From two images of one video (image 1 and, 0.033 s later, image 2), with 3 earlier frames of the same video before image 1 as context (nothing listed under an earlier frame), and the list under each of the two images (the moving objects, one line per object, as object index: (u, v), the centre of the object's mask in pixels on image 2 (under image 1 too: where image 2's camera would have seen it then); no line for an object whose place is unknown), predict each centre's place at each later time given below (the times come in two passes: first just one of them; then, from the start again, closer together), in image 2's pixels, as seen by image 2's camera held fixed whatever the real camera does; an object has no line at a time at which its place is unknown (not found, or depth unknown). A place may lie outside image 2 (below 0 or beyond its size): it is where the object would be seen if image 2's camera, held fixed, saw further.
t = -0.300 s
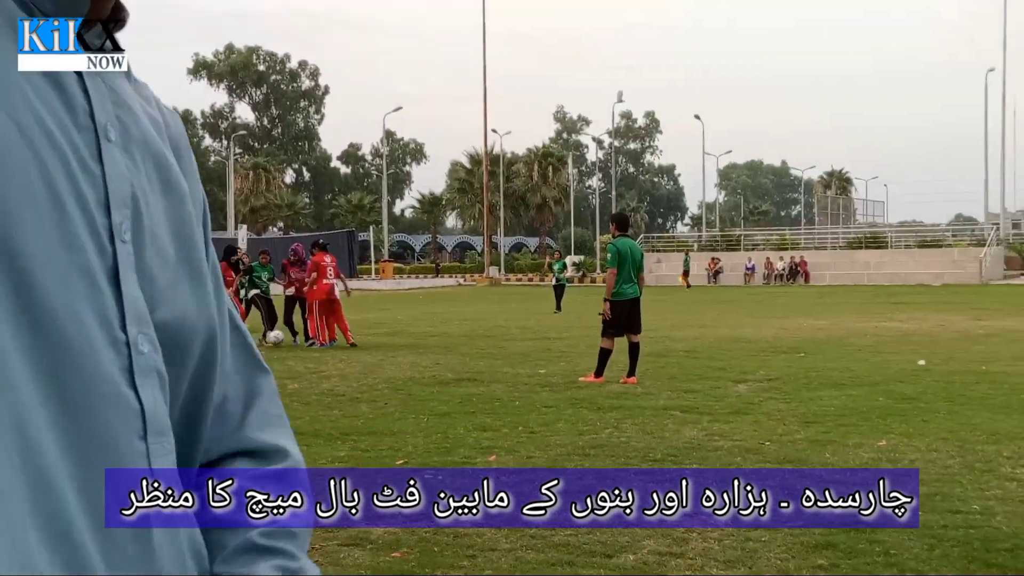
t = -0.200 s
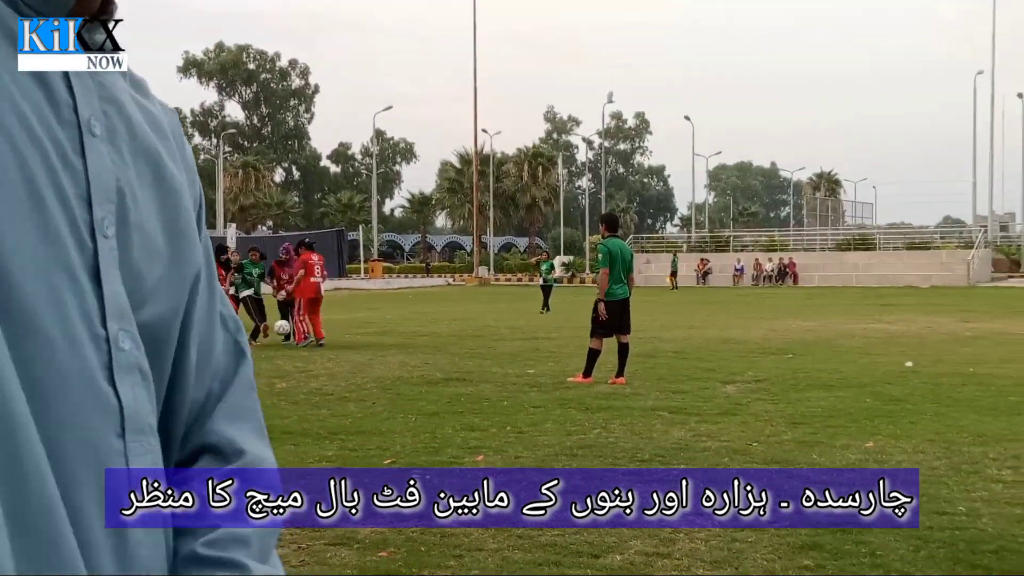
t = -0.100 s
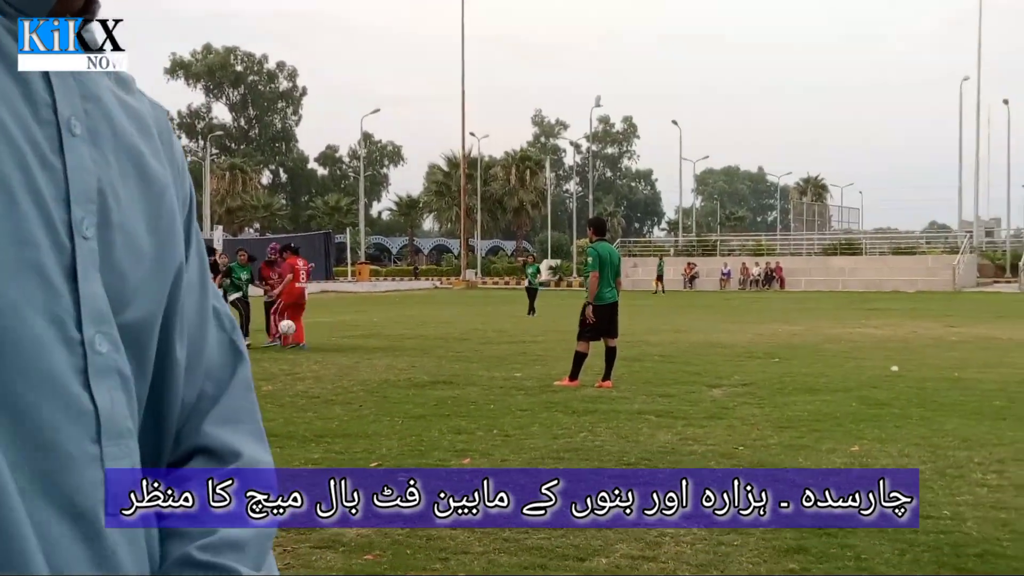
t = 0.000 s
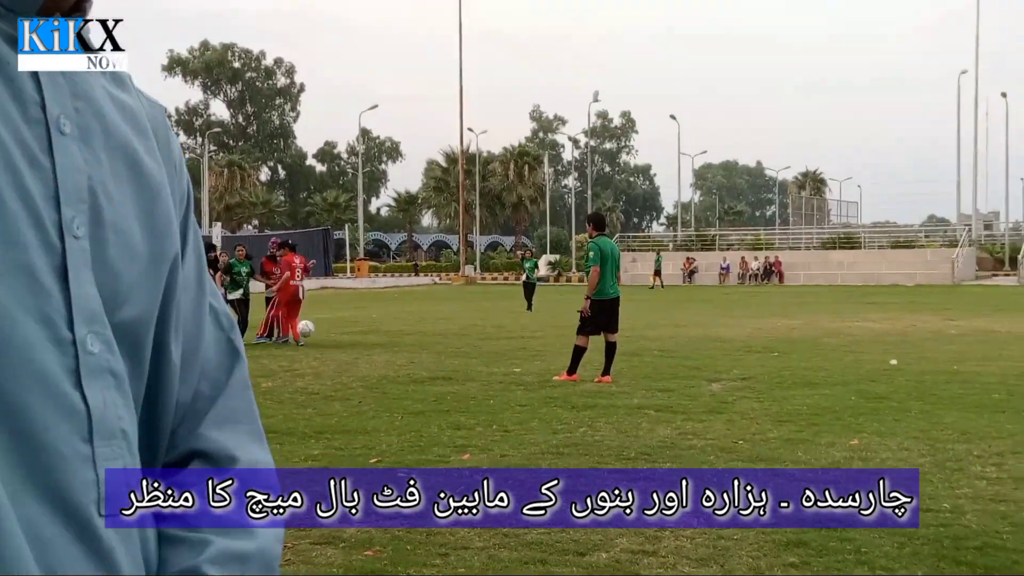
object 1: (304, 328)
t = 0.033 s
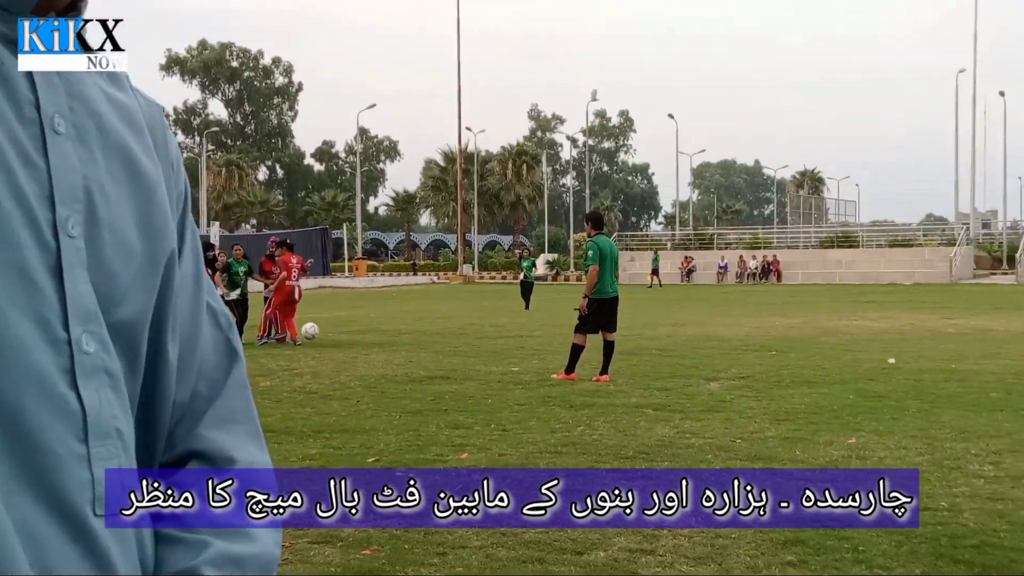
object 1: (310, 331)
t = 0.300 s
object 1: (351, 343)
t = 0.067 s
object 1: (317, 335)
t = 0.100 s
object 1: (324, 340)
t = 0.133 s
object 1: (331, 346)
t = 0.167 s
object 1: (337, 350)
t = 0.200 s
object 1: (340, 347)
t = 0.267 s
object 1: (348, 343)
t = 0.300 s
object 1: (351, 343)
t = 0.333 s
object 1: (354, 343)
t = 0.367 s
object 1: (357, 343)
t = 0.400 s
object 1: (360, 344)
